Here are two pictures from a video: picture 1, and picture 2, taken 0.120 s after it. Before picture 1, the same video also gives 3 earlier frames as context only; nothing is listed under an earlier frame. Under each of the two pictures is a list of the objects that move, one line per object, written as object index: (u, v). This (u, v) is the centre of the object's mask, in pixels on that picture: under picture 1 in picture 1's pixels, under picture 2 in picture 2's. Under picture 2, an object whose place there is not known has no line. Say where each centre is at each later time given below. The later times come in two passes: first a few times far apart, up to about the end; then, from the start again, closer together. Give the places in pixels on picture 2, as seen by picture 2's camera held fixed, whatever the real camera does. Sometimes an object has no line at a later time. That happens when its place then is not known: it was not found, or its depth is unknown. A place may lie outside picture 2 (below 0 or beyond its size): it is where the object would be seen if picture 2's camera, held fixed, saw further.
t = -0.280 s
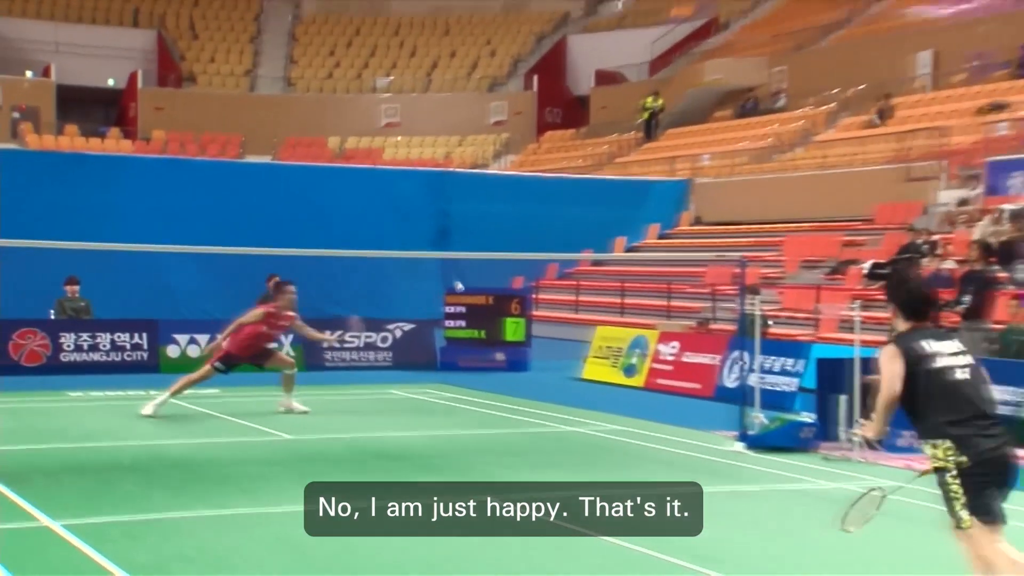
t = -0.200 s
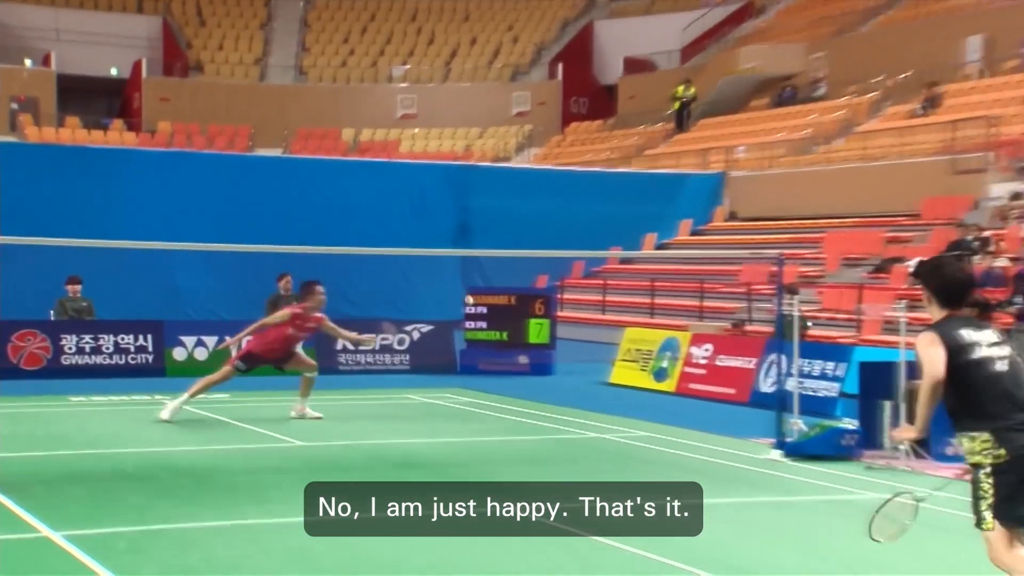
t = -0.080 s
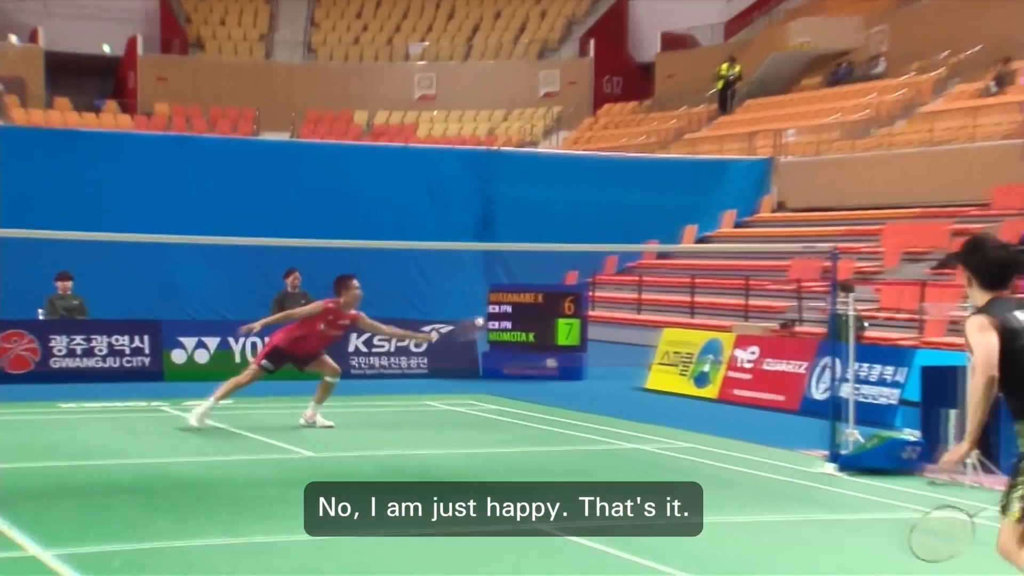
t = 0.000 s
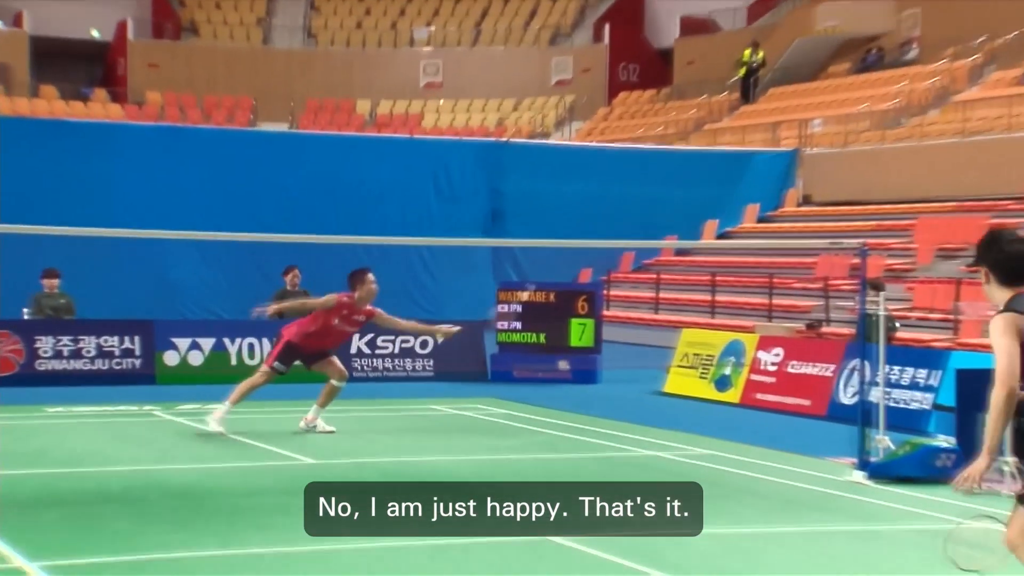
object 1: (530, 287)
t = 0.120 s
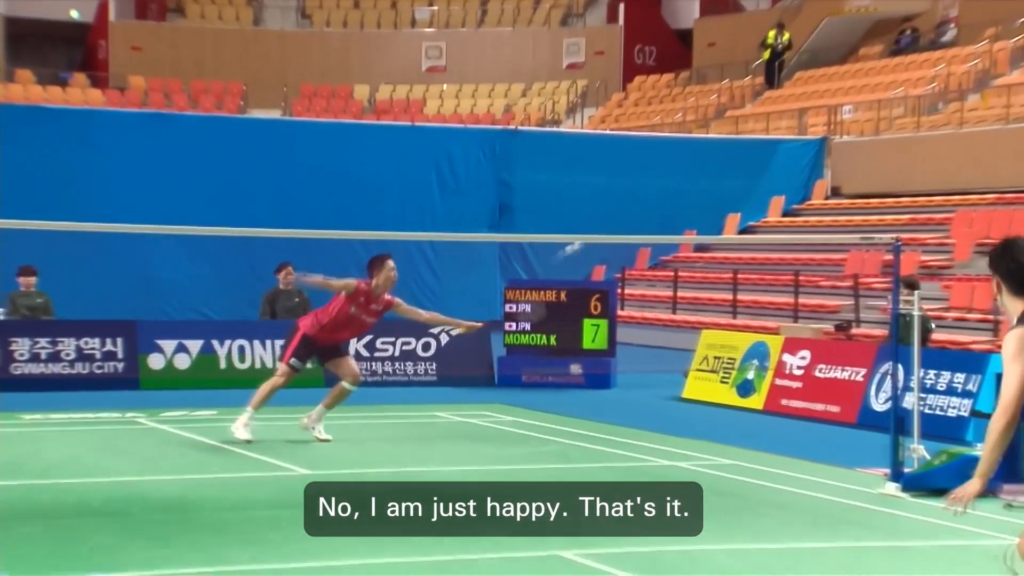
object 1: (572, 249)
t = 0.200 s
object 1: (608, 224)
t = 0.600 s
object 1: (735, 167)
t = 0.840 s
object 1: (789, 179)
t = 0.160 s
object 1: (593, 233)
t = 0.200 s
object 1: (608, 224)
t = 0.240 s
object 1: (621, 215)
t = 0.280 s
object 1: (636, 206)
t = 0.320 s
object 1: (650, 196)
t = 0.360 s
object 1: (663, 189)
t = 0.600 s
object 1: (735, 167)
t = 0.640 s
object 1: (745, 167)
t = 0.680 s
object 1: (754, 168)
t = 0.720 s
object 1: (764, 169)
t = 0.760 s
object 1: (773, 172)
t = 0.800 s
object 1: (781, 175)
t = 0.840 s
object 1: (789, 179)
